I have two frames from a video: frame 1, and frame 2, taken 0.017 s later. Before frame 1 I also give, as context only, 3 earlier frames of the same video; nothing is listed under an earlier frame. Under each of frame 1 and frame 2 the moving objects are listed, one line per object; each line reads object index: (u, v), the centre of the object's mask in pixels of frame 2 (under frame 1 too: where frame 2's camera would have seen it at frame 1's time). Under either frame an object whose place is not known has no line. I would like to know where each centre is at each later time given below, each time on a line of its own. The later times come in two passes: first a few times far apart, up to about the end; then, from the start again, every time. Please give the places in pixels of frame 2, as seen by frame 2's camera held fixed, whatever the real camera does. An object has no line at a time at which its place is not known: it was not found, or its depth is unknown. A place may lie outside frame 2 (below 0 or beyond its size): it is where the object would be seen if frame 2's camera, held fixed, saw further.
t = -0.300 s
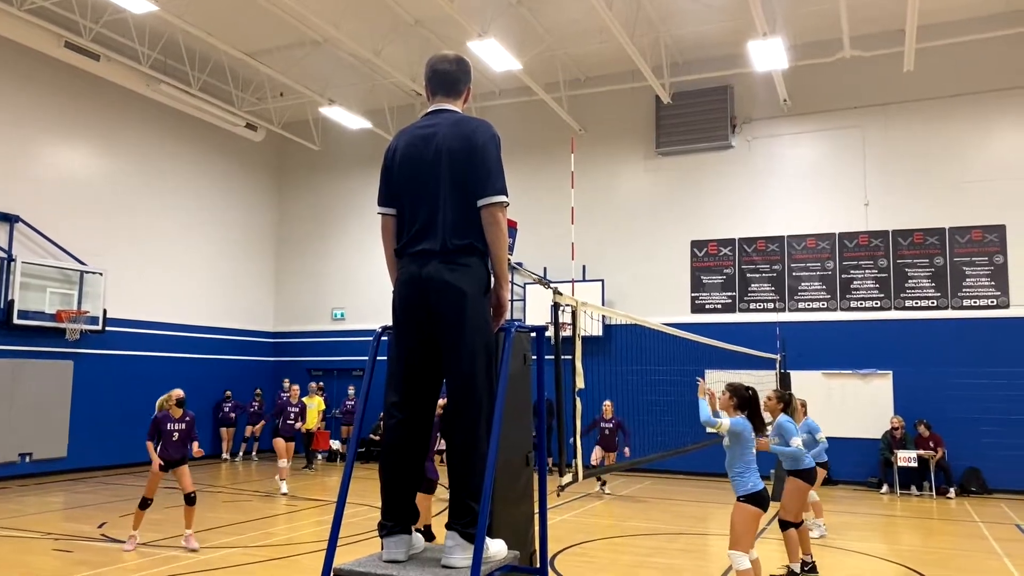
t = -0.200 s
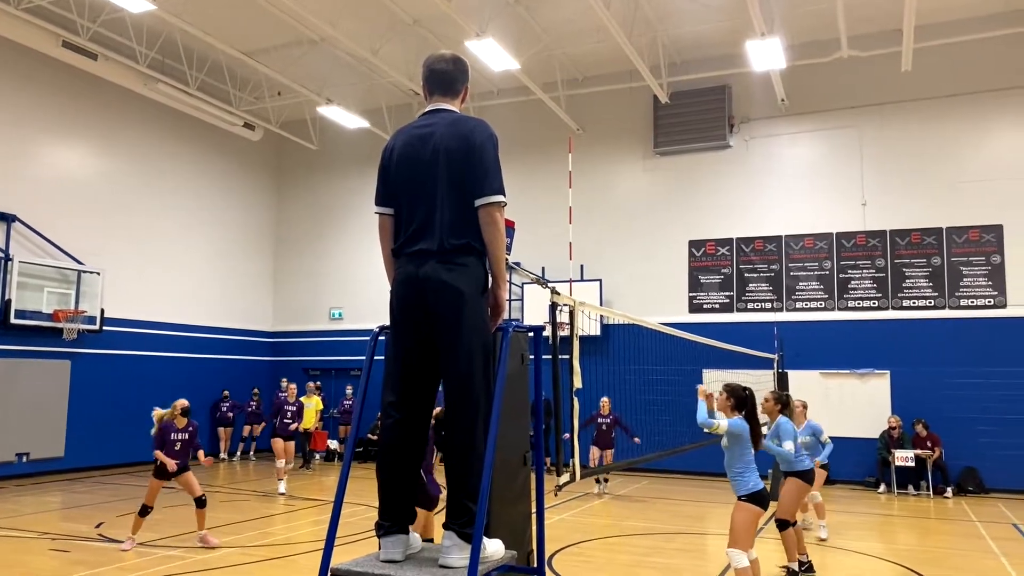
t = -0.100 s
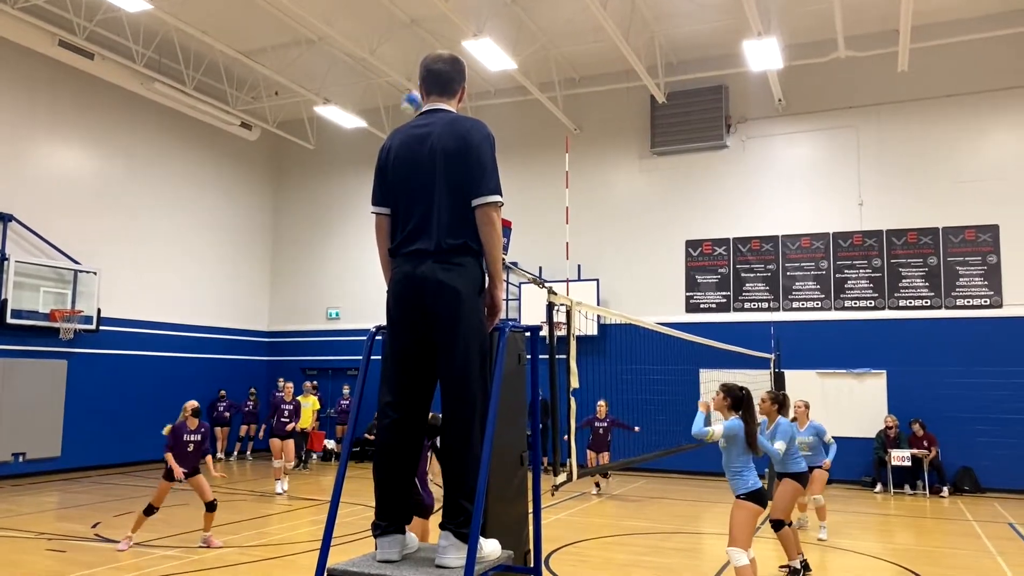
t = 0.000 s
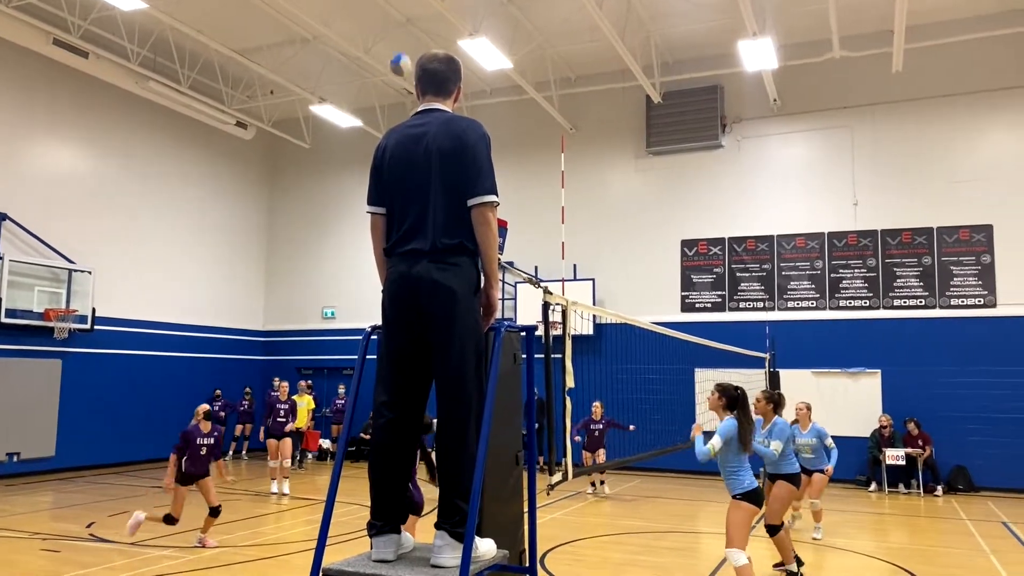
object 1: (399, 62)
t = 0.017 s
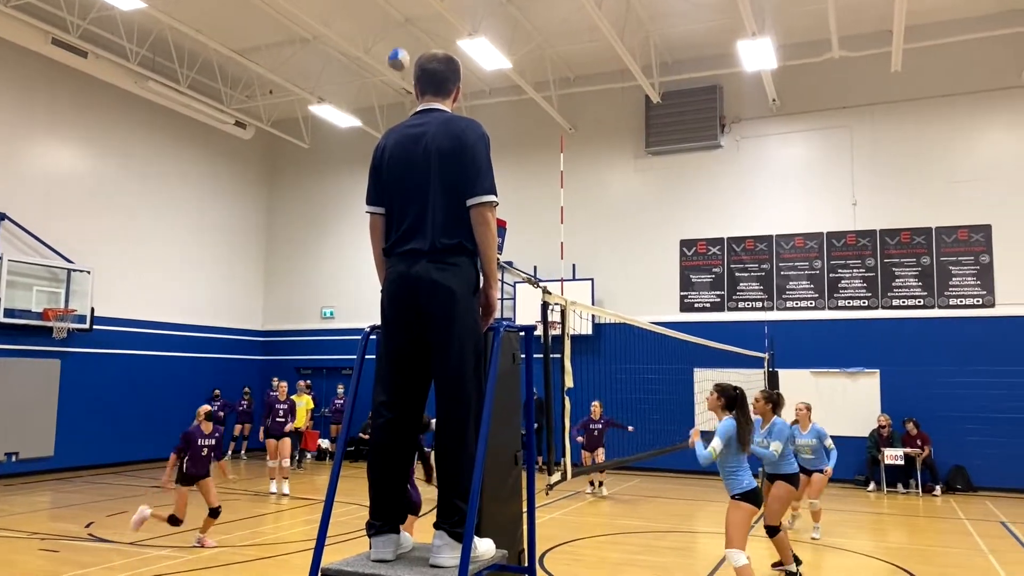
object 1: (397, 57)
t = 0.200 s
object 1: (384, 23)
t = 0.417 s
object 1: (369, 23)
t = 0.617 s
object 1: (354, 62)
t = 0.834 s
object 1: (337, 147)
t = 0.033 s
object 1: (395, 52)
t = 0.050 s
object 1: (395, 47)
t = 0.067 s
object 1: (394, 43)
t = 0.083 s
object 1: (393, 39)
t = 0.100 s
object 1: (392, 35)
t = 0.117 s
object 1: (391, 32)
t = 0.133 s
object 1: (387, 31)
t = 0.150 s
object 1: (386, 29)
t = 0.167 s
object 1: (385, 27)
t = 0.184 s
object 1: (384, 25)
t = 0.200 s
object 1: (384, 23)
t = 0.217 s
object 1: (384, 22)
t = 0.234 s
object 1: (383, 20)
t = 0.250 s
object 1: (382, 18)
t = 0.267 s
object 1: (382, 17)
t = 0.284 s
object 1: (380, 15)
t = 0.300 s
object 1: (378, 15)
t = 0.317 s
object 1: (375, 16)
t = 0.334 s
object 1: (375, 17)
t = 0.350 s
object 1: (374, 18)
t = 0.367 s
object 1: (373, 18)
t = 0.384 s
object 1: (372, 20)
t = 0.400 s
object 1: (371, 21)
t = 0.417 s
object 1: (369, 23)
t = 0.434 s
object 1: (368, 24)
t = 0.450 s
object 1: (367, 26)
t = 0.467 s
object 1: (365, 28)
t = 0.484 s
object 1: (364, 31)
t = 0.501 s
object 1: (362, 33)
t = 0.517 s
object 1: (359, 38)
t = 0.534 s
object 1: (359, 41)
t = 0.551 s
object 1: (357, 45)
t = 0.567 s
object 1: (357, 49)
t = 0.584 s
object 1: (356, 53)
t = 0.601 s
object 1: (355, 58)
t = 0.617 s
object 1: (354, 62)
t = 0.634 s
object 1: (355, 66)
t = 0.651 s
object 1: (351, 71)
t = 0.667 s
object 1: (349, 76)
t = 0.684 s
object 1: (348, 83)
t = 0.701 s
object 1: (346, 90)
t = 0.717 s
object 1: (345, 97)
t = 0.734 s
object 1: (344, 102)
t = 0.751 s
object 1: (343, 109)
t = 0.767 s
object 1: (342, 117)
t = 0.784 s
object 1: (339, 125)
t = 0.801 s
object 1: (338, 133)
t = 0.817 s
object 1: (337, 139)
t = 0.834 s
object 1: (337, 147)
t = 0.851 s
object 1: (334, 155)
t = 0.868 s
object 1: (331, 163)
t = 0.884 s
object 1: (331, 172)
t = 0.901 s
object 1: (329, 182)
